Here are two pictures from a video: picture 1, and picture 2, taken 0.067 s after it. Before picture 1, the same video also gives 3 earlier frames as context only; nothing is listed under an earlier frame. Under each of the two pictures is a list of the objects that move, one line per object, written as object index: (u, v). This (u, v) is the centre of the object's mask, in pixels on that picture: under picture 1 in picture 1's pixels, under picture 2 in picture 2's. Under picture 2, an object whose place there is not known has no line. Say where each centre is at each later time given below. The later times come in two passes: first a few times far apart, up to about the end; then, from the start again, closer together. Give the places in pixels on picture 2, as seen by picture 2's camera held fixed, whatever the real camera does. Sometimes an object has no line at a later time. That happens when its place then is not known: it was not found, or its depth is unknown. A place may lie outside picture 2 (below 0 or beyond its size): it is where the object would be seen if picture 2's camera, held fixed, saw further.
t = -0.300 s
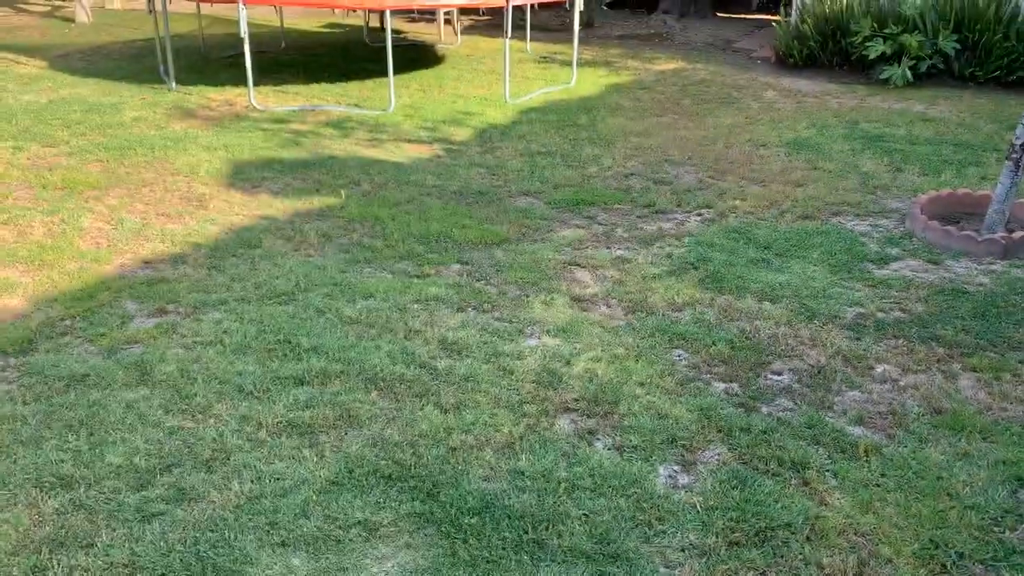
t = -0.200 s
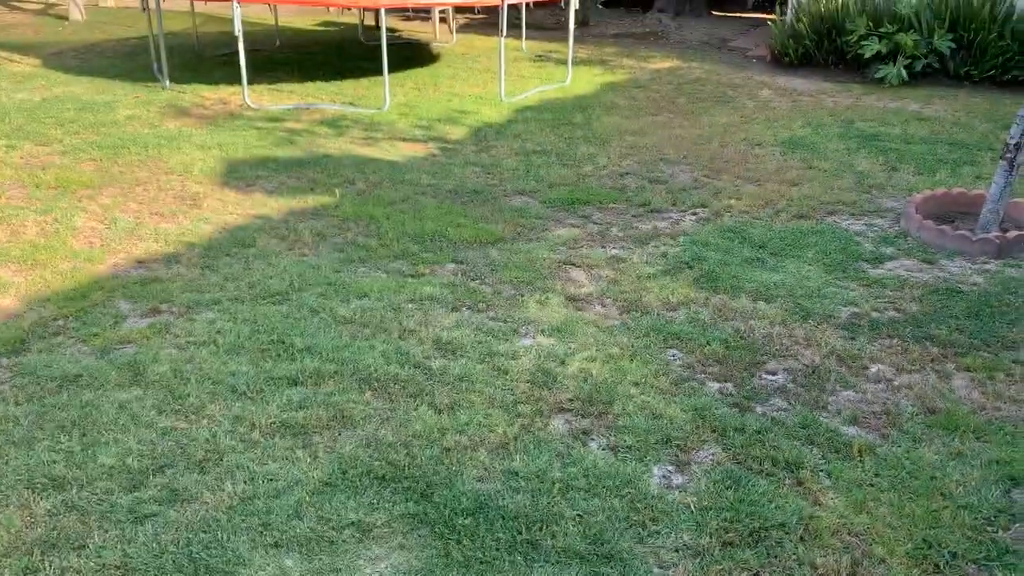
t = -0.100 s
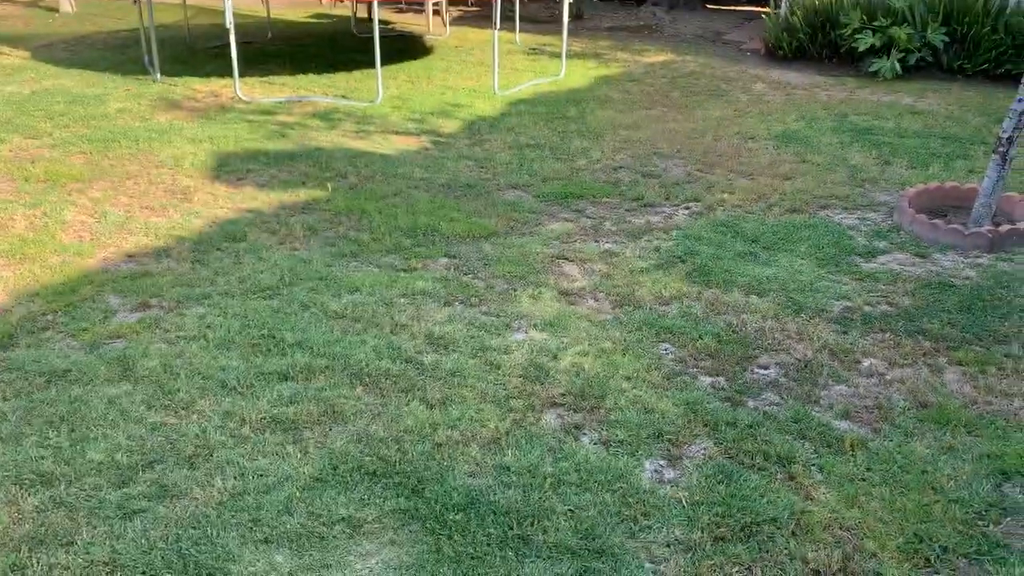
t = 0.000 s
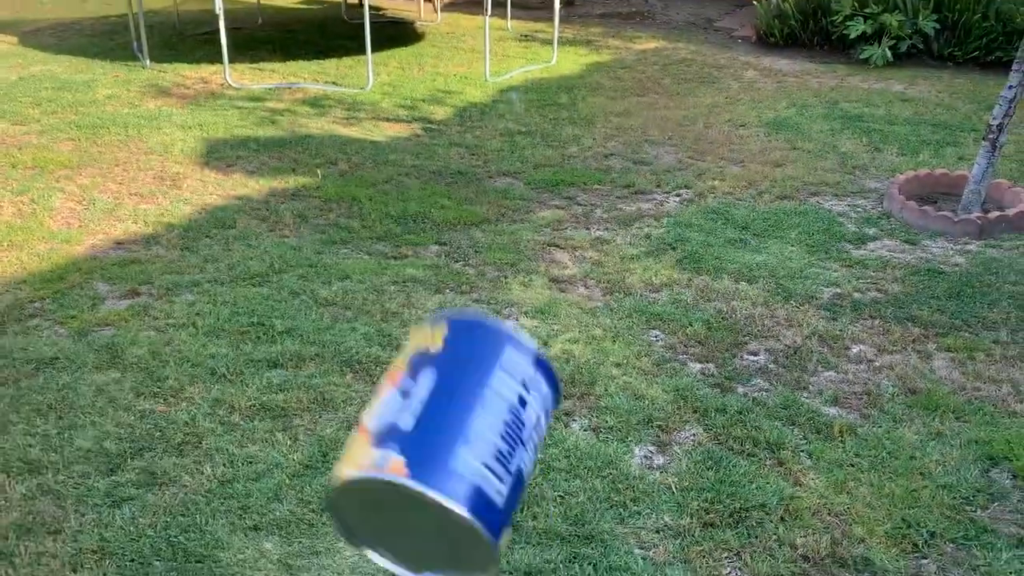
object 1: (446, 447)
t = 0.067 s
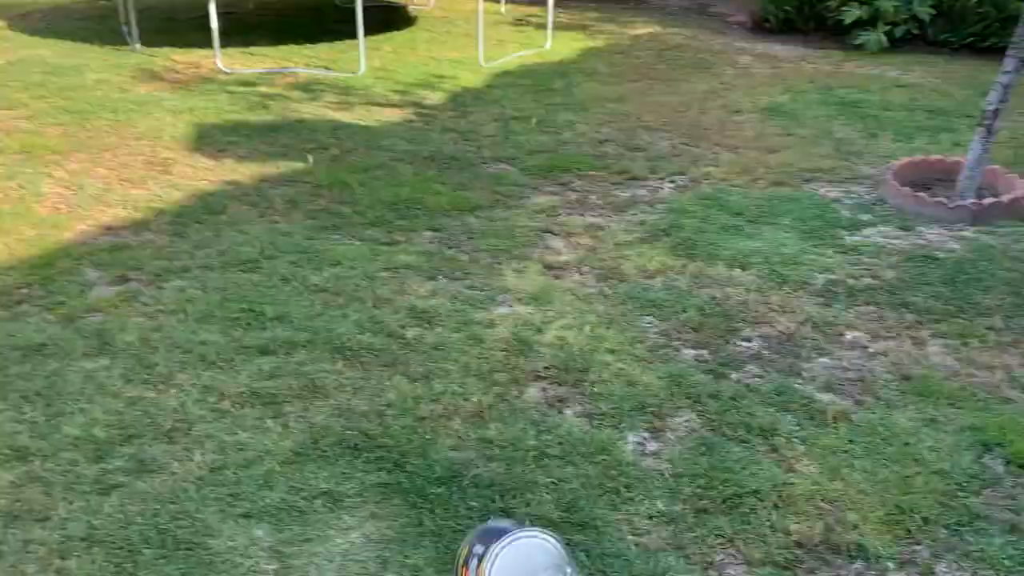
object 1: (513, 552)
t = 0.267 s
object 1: (535, 549)
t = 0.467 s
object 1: (508, 373)
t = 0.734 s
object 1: (486, 285)
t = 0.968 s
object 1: (474, 234)
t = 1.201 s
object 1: (492, 204)
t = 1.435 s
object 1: (505, 181)
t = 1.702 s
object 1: (513, 163)
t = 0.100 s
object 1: (539, 573)
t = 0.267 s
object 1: (535, 549)
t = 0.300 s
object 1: (529, 512)
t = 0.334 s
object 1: (524, 481)
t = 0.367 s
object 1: (519, 451)
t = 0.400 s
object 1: (514, 431)
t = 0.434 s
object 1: (510, 401)
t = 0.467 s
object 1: (508, 373)
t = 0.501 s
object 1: (507, 345)
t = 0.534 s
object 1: (502, 323)
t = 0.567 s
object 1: (497, 310)
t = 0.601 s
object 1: (495, 299)
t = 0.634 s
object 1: (493, 291)
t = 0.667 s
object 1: (491, 283)
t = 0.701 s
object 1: (490, 281)
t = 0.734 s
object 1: (486, 285)
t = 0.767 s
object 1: (484, 275)
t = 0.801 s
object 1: (483, 262)
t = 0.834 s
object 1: (482, 252)
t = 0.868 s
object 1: (482, 240)
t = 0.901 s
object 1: (480, 235)
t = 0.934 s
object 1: (478, 233)
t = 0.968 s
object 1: (474, 234)
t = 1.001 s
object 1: (475, 234)
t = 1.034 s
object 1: (478, 224)
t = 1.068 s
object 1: (481, 215)
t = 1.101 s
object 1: (485, 206)
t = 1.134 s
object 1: (488, 203)
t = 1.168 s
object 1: (489, 203)
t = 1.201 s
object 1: (492, 204)
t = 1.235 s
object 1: (494, 198)
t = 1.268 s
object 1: (497, 192)
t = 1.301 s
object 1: (498, 184)
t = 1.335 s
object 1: (500, 182)
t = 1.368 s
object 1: (502, 177)
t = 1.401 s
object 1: (504, 178)
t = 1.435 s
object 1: (505, 181)
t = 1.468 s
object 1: (506, 178)
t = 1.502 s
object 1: (507, 174)
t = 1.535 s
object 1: (507, 170)
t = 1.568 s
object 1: (506, 168)
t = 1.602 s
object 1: (508, 168)
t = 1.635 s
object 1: (509, 169)
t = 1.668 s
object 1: (511, 169)
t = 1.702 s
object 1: (513, 163)
